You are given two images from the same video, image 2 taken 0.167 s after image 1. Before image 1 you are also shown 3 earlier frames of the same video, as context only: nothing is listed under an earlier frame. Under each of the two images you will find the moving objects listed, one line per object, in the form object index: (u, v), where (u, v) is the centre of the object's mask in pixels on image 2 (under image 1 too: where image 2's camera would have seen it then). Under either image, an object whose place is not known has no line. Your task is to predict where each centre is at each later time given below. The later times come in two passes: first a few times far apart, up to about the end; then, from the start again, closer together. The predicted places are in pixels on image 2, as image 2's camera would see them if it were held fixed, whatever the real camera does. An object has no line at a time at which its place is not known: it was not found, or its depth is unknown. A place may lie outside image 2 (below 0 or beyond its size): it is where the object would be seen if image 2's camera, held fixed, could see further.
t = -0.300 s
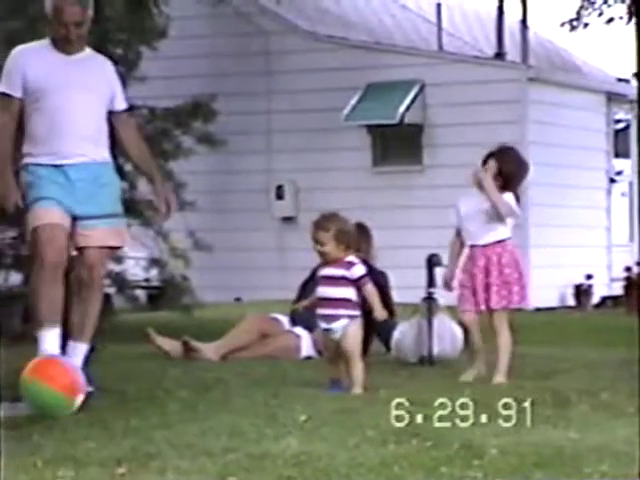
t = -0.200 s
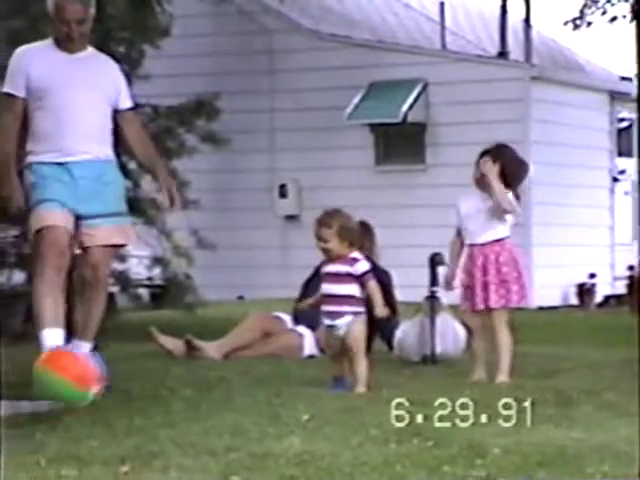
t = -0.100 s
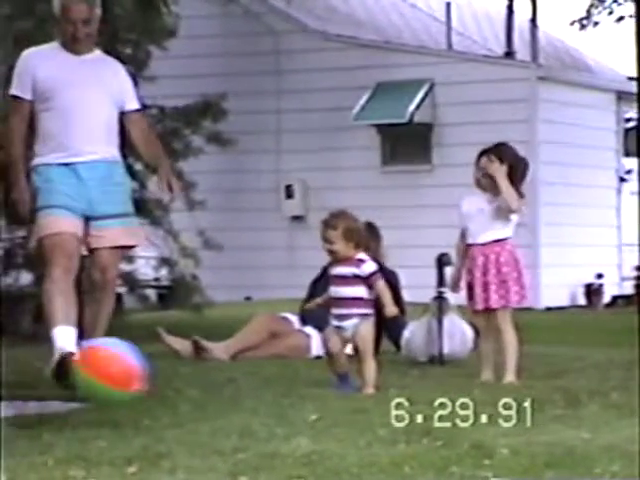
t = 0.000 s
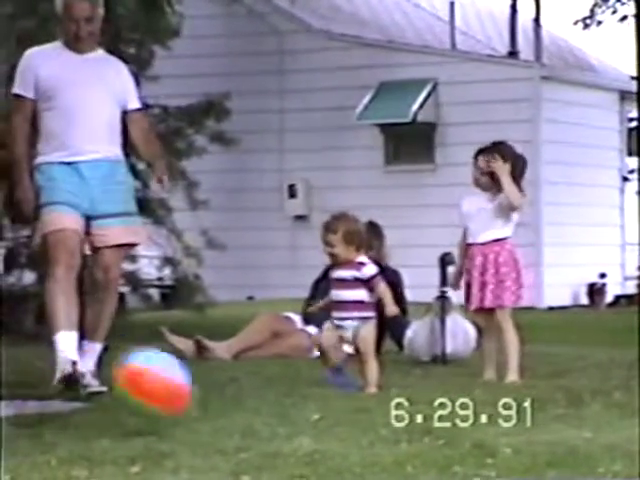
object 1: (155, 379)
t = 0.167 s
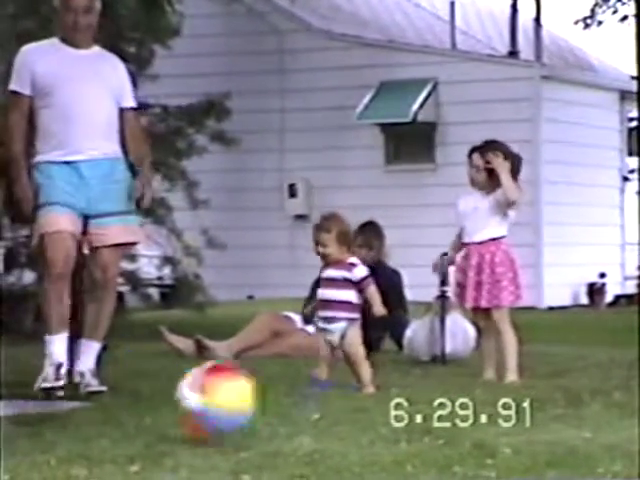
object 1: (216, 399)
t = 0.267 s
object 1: (248, 394)
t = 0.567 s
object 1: (320, 420)
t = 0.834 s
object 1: (385, 431)
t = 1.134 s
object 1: (442, 444)
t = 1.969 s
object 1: (521, 462)
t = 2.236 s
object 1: (511, 461)
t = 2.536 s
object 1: (505, 460)
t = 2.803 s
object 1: (507, 461)
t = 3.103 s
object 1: (507, 462)
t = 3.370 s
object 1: (506, 463)
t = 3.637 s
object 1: (506, 462)
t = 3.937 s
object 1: (508, 462)
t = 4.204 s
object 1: (508, 463)
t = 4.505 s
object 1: (508, 462)
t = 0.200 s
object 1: (228, 391)
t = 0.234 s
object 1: (239, 393)
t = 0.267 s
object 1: (248, 394)
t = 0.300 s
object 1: (256, 397)
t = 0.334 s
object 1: (267, 406)
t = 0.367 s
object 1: (273, 412)
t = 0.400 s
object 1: (284, 417)
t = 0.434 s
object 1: (293, 420)
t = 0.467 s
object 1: (298, 419)
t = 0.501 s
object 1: (304, 420)
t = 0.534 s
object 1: (312, 419)
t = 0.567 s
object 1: (320, 420)
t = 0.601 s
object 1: (328, 425)
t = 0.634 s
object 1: (336, 429)
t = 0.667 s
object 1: (345, 432)
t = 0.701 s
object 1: (351, 433)
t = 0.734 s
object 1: (361, 433)
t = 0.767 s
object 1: (369, 432)
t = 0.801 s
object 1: (378, 433)
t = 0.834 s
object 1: (385, 431)
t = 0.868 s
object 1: (391, 434)
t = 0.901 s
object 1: (400, 436)
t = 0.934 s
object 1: (405, 438)
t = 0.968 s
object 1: (411, 437)
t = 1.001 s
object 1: (417, 440)
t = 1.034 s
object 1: (424, 442)
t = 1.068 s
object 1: (429, 443)
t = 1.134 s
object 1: (442, 444)
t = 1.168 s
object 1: (448, 446)
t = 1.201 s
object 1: (453, 447)
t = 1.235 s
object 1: (460, 446)
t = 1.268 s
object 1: (469, 446)
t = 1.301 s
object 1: (476, 446)
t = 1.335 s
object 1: (480, 446)
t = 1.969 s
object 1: (521, 462)
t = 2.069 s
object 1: (518, 461)
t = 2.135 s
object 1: (514, 461)
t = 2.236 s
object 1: (511, 461)
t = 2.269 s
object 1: (510, 461)
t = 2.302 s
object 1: (510, 461)
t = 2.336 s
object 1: (509, 461)
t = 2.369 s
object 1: (507, 461)
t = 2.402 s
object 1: (507, 460)
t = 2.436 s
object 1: (506, 460)
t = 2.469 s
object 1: (507, 460)
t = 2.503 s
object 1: (506, 460)
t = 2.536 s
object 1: (505, 460)
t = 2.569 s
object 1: (505, 460)
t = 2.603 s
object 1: (505, 460)
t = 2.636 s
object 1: (507, 461)
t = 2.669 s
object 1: (507, 461)
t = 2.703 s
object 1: (507, 462)
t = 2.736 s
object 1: (508, 462)
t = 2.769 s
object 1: (507, 461)
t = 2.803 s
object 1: (507, 461)
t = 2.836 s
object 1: (507, 460)
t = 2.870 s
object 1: (507, 461)
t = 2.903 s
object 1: (507, 461)
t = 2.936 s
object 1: (507, 460)
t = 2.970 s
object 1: (507, 460)
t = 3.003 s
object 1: (507, 461)
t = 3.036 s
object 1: (507, 461)
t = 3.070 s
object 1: (507, 461)
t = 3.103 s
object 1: (507, 462)
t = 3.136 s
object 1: (507, 462)
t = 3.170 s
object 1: (507, 462)
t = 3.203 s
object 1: (507, 463)
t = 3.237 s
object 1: (507, 463)
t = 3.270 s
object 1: (507, 463)
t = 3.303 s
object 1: (507, 463)
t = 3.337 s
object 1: (506, 463)
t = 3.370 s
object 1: (506, 463)
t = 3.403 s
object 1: (506, 463)
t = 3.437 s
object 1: (506, 462)
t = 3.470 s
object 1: (506, 462)
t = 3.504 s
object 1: (506, 462)
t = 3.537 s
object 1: (506, 462)
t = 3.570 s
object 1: (506, 462)
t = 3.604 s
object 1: (506, 462)
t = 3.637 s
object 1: (506, 462)
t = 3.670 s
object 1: (506, 462)
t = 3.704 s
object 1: (506, 462)
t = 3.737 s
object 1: (506, 462)
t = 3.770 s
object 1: (506, 462)
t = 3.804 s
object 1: (506, 462)
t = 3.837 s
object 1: (506, 462)
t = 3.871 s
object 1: (507, 462)
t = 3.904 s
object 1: (507, 462)
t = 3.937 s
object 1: (508, 462)
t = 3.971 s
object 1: (507, 462)
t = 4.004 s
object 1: (508, 462)
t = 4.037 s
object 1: (508, 462)
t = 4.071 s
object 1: (508, 462)
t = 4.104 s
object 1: (508, 462)
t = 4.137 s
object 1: (509, 462)
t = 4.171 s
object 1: (508, 463)
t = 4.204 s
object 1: (508, 463)
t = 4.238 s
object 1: (508, 463)
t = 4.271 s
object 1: (509, 462)
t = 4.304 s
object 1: (509, 463)
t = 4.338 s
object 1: (508, 463)
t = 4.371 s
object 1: (508, 462)
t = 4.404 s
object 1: (508, 462)
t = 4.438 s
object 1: (508, 462)
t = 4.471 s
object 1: (507, 462)
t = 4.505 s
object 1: (508, 462)
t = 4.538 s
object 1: (507, 462)
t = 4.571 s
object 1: (507, 462)
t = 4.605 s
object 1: (507, 462)
